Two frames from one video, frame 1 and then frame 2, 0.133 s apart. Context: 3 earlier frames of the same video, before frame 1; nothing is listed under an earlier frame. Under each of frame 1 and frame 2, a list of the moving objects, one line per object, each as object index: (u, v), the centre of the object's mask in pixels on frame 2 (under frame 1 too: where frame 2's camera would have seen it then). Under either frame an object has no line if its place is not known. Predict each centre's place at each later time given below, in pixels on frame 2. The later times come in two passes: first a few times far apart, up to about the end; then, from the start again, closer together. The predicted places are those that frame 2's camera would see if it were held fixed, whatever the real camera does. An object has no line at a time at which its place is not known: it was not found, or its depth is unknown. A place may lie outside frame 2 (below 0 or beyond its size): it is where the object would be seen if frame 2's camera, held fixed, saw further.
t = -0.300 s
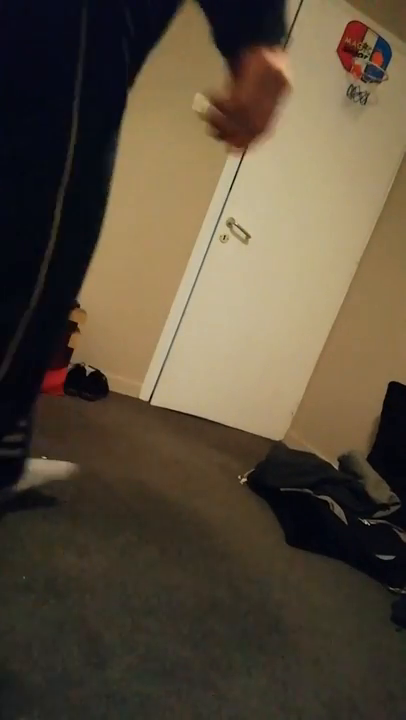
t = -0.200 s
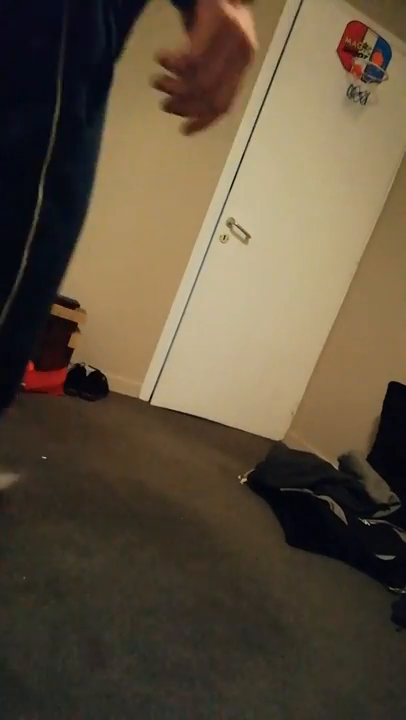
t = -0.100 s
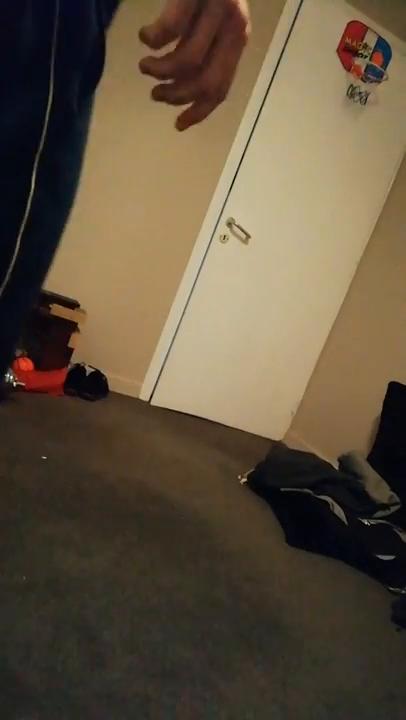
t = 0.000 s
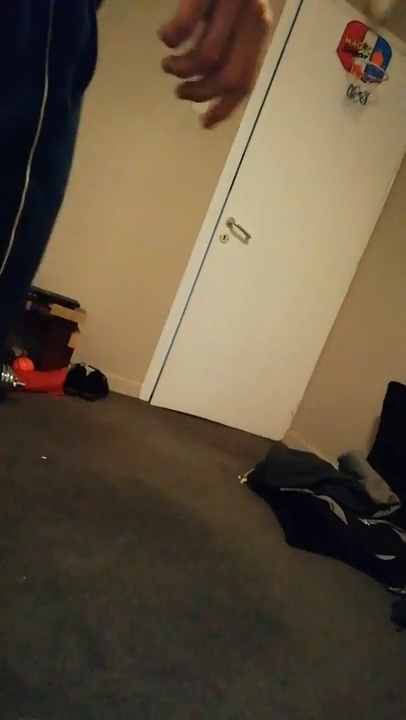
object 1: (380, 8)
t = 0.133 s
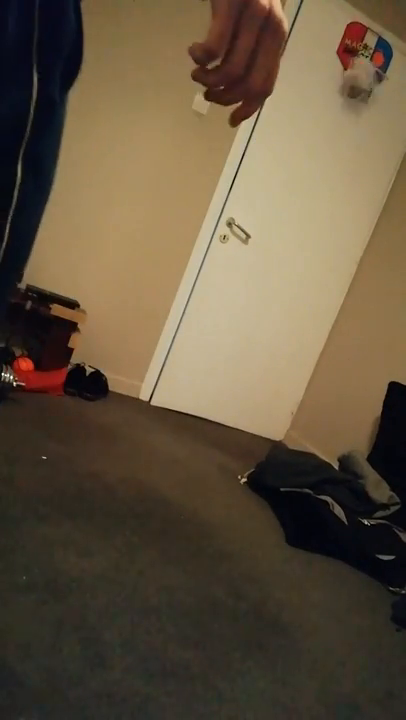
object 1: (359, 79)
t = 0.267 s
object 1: (363, 88)
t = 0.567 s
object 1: (338, 184)
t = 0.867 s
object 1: (272, 410)
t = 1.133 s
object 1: (271, 436)
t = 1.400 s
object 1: (267, 444)
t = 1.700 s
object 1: (265, 449)
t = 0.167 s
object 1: (363, 80)
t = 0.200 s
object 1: (365, 85)
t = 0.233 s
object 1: (363, 87)
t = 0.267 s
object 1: (363, 88)
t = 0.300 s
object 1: (364, 90)
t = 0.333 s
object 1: (365, 94)
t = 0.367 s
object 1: (361, 105)
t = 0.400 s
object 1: (361, 111)
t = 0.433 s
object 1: (356, 128)
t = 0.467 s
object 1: (351, 143)
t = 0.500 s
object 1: (347, 153)
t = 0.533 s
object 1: (343, 165)
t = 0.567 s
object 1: (338, 184)
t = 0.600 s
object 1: (334, 202)
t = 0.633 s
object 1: (327, 227)
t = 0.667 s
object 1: (321, 251)
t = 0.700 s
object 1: (313, 273)
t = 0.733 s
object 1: (306, 298)
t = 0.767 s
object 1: (299, 323)
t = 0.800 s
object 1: (292, 349)
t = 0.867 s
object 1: (272, 410)
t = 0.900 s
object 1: (269, 429)
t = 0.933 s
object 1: (265, 436)
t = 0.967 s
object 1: (267, 433)
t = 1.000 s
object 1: (271, 429)
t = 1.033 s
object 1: (271, 430)
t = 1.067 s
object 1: (272, 432)
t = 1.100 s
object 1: (271, 433)
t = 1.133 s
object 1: (271, 436)
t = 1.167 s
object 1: (268, 441)
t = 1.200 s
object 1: (268, 441)
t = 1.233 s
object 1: (272, 436)
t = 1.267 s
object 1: (273, 436)
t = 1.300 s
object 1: (272, 438)
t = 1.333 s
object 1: (270, 441)
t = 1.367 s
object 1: (268, 444)
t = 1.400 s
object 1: (267, 444)
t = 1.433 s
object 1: (267, 444)
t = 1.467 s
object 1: (267, 443)
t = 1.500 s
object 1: (267, 443)
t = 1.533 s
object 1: (268, 443)
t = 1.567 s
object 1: (266, 447)
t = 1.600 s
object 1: (263, 450)
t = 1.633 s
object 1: (263, 450)
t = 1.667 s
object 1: (265, 449)
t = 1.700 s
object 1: (265, 449)
